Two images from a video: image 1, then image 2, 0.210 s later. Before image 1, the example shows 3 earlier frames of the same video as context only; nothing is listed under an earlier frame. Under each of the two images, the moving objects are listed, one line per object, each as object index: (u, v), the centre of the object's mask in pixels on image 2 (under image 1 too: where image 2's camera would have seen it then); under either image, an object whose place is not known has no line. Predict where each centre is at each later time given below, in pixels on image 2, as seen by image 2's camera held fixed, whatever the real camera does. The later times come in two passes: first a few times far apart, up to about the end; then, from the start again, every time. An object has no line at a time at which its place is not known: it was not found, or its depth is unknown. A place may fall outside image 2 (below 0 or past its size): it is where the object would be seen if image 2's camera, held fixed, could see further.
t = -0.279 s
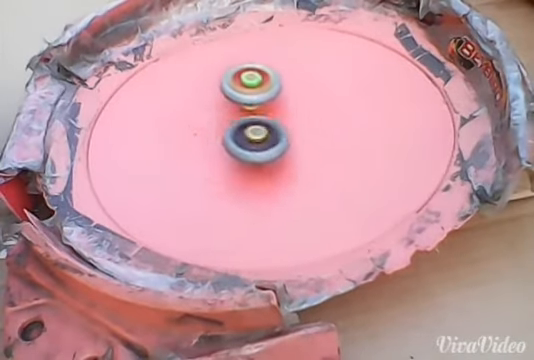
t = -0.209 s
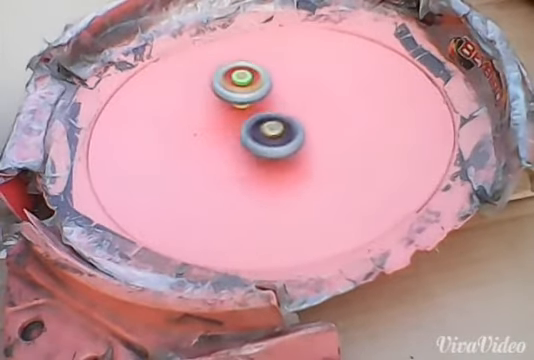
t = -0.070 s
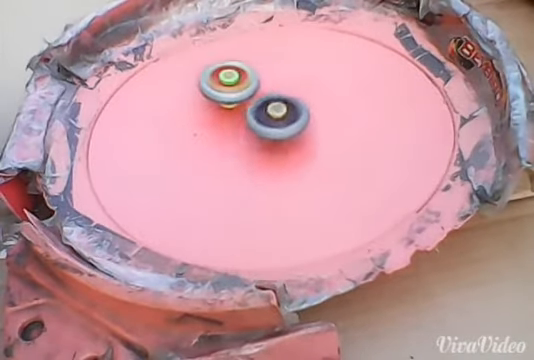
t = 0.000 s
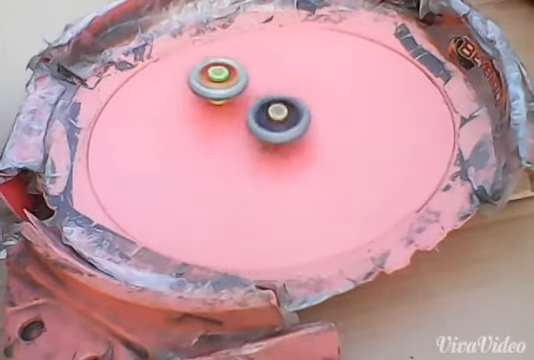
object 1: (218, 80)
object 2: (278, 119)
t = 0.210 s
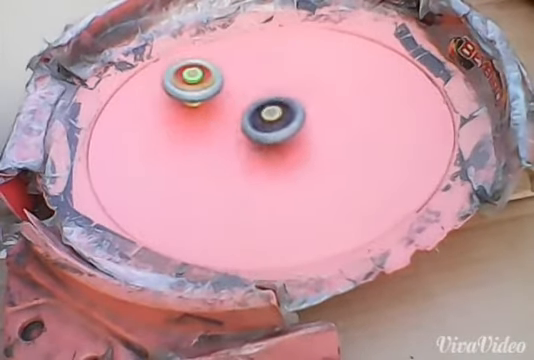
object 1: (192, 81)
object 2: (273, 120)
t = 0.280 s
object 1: (188, 83)
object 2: (266, 124)
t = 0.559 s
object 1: (179, 100)
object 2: (281, 139)
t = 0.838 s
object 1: (193, 132)
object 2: (262, 126)
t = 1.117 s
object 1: (223, 159)
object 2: (257, 121)
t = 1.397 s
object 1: (262, 167)
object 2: (244, 125)
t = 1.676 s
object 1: (299, 179)
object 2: (266, 115)
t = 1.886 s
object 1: (314, 178)
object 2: (269, 131)
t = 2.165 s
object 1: (317, 174)
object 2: (269, 126)
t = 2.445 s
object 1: (323, 169)
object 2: (244, 127)
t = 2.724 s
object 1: (323, 155)
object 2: (195, 93)
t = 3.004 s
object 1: (300, 133)
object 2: (185, 75)
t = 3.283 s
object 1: (265, 128)
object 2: (194, 76)
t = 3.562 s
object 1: (262, 131)
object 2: (194, 98)
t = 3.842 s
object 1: (264, 124)
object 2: (196, 131)
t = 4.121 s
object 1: (254, 123)
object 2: (204, 165)
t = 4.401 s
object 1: (250, 129)
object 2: (228, 181)
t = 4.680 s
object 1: (269, 124)
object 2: (259, 168)
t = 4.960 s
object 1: (258, 118)
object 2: (278, 161)
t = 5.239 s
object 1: (261, 118)
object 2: (286, 173)
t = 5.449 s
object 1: (266, 124)
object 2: (276, 180)
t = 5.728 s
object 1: (268, 118)
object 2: (251, 165)
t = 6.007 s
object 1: (256, 117)
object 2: (229, 166)
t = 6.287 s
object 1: (267, 123)
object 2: (213, 163)
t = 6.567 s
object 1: (270, 117)
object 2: (210, 155)
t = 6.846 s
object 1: (300, 100)
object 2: (126, 177)
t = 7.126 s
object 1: (293, 101)
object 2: (132, 171)
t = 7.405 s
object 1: (264, 114)
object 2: (186, 172)
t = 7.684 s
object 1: (256, 140)
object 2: (237, 186)
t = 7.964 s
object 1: (252, 147)
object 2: (233, 209)
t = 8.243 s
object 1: (245, 148)
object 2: (203, 203)
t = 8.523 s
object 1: (242, 135)
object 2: (213, 187)
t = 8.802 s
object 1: (246, 128)
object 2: (268, 179)
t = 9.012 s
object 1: (248, 123)
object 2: (297, 184)
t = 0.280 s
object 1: (188, 83)
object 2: (266, 124)
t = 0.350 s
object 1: (184, 86)
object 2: (265, 132)
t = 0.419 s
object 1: (181, 90)
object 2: (267, 137)
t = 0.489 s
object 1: (179, 95)
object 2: (275, 139)
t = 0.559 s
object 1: (179, 100)
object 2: (281, 139)
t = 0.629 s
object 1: (180, 107)
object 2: (282, 134)
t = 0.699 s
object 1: (184, 116)
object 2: (274, 130)
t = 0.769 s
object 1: (190, 124)
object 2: (266, 129)
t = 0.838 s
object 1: (193, 132)
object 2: (262, 126)
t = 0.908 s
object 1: (198, 139)
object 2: (264, 126)
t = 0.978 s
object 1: (201, 148)
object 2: (267, 126)
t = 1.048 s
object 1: (212, 155)
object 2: (264, 125)
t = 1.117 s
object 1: (223, 159)
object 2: (257, 121)
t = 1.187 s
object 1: (233, 164)
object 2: (251, 121)
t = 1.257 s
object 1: (243, 167)
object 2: (245, 122)
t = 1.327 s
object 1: (253, 168)
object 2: (242, 123)
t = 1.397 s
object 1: (262, 167)
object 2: (244, 125)
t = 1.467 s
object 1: (270, 166)
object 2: (246, 128)
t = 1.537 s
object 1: (279, 167)
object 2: (254, 130)
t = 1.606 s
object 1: (290, 177)
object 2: (262, 121)
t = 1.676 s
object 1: (299, 179)
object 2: (266, 115)
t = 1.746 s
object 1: (306, 179)
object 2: (263, 121)
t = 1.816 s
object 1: (311, 179)
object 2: (267, 126)
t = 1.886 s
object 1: (314, 178)
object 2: (269, 131)
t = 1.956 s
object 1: (316, 177)
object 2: (276, 133)
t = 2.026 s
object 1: (317, 176)
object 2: (279, 130)
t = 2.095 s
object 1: (318, 175)
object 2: (277, 127)
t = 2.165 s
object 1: (317, 174)
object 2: (269, 126)
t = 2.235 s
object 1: (317, 172)
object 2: (262, 130)
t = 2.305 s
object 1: (316, 169)
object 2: (256, 134)
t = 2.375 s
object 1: (312, 165)
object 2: (257, 138)
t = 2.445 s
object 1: (323, 169)
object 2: (244, 127)
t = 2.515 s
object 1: (329, 168)
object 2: (227, 113)
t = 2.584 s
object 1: (328, 164)
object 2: (215, 107)
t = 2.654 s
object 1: (327, 160)
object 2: (204, 101)
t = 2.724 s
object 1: (323, 155)
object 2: (195, 93)
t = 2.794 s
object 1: (318, 151)
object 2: (189, 86)
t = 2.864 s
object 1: (313, 145)
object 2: (185, 80)
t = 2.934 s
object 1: (307, 139)
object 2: (183, 77)
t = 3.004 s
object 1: (300, 133)
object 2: (185, 75)
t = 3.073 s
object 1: (292, 126)
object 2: (190, 76)
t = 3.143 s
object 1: (278, 118)
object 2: (196, 79)
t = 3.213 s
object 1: (261, 114)
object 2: (204, 84)
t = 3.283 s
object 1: (265, 128)
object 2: (194, 76)
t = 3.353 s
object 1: (265, 134)
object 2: (189, 76)
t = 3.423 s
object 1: (264, 133)
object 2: (188, 82)
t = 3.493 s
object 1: (263, 132)
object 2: (190, 89)
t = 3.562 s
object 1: (262, 131)
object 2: (194, 98)
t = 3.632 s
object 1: (261, 130)
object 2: (198, 107)
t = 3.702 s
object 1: (265, 130)
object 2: (198, 115)
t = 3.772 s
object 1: (269, 126)
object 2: (197, 122)
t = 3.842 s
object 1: (264, 124)
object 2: (196, 131)
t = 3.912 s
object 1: (262, 123)
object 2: (196, 140)
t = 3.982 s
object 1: (260, 122)
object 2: (197, 150)
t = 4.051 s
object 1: (257, 123)
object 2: (200, 158)
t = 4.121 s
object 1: (254, 123)
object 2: (204, 165)
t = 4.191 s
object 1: (252, 124)
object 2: (208, 171)
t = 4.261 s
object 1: (252, 125)
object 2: (214, 177)
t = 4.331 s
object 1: (251, 128)
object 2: (221, 179)
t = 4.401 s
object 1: (250, 129)
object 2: (228, 181)
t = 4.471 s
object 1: (254, 131)
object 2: (237, 179)
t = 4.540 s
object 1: (259, 130)
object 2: (245, 177)
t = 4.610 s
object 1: (265, 128)
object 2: (252, 172)
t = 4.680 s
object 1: (269, 124)
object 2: (259, 168)
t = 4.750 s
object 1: (272, 120)
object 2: (264, 166)
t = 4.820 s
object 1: (268, 117)
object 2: (271, 161)
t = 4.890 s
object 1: (264, 117)
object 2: (275, 159)
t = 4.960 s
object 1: (258, 118)
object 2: (278, 161)
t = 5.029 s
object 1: (257, 121)
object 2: (282, 162)
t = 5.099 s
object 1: (259, 123)
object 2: (283, 161)
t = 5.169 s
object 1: (262, 122)
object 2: (283, 162)
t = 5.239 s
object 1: (261, 118)
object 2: (286, 173)
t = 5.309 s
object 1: (258, 122)
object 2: (285, 176)
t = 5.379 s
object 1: (262, 124)
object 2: (281, 179)
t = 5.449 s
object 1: (266, 124)
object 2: (276, 180)
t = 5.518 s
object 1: (275, 126)
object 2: (270, 179)
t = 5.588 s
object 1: (278, 122)
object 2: (263, 176)
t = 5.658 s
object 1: (275, 118)
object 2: (257, 171)
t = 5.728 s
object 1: (268, 118)
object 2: (251, 165)
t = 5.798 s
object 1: (266, 116)
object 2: (245, 167)
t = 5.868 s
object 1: (264, 111)
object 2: (234, 174)
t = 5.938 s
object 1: (259, 113)
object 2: (231, 171)
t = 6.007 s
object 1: (256, 117)
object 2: (229, 166)
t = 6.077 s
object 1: (255, 120)
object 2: (228, 162)
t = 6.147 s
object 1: (257, 122)
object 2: (222, 165)
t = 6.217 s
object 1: (261, 124)
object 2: (222, 161)
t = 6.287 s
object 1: (267, 123)
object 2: (213, 163)
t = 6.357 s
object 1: (274, 125)
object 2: (208, 163)
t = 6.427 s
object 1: (278, 120)
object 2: (206, 162)
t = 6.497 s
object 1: (274, 117)
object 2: (206, 159)
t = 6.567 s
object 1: (270, 117)
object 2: (210, 155)
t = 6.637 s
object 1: (268, 120)
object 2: (209, 153)
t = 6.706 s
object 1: (296, 106)
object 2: (153, 169)
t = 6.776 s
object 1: (300, 102)
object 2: (131, 176)
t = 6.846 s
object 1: (300, 100)
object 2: (126, 177)
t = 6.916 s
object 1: (299, 99)
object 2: (120, 177)
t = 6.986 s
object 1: (298, 99)
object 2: (118, 176)
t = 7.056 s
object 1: (296, 99)
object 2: (122, 173)
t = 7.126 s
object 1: (293, 101)
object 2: (132, 171)
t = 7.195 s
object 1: (288, 103)
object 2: (143, 169)
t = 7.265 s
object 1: (283, 105)
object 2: (157, 169)
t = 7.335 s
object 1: (275, 108)
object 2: (172, 170)
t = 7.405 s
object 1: (264, 114)
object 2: (186, 172)
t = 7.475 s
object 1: (254, 124)
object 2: (202, 174)
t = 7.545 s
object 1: (251, 132)
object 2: (215, 177)
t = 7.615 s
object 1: (255, 137)
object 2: (227, 182)
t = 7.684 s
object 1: (256, 140)
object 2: (237, 186)
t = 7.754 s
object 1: (255, 143)
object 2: (238, 195)
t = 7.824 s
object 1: (254, 146)
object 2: (240, 202)
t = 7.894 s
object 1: (253, 147)
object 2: (237, 206)
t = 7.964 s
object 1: (252, 147)
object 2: (233, 209)
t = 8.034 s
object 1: (252, 147)
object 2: (224, 212)
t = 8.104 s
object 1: (250, 148)
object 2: (215, 211)
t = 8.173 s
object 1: (248, 147)
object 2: (207, 208)
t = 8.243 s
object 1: (245, 148)
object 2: (203, 203)
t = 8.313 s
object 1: (243, 147)
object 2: (203, 196)
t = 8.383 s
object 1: (240, 146)
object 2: (207, 190)
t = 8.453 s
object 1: (243, 138)
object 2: (203, 192)
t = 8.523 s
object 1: (242, 135)
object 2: (213, 187)
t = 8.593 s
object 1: (243, 132)
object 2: (227, 183)
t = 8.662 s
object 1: (243, 129)
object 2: (241, 180)
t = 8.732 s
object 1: (244, 128)
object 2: (255, 179)
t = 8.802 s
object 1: (246, 128)
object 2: (268, 179)
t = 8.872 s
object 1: (247, 127)
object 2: (280, 180)
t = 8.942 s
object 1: (247, 125)
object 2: (290, 182)
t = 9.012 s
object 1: (248, 123)
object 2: (297, 184)
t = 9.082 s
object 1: (251, 124)
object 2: (299, 187)
